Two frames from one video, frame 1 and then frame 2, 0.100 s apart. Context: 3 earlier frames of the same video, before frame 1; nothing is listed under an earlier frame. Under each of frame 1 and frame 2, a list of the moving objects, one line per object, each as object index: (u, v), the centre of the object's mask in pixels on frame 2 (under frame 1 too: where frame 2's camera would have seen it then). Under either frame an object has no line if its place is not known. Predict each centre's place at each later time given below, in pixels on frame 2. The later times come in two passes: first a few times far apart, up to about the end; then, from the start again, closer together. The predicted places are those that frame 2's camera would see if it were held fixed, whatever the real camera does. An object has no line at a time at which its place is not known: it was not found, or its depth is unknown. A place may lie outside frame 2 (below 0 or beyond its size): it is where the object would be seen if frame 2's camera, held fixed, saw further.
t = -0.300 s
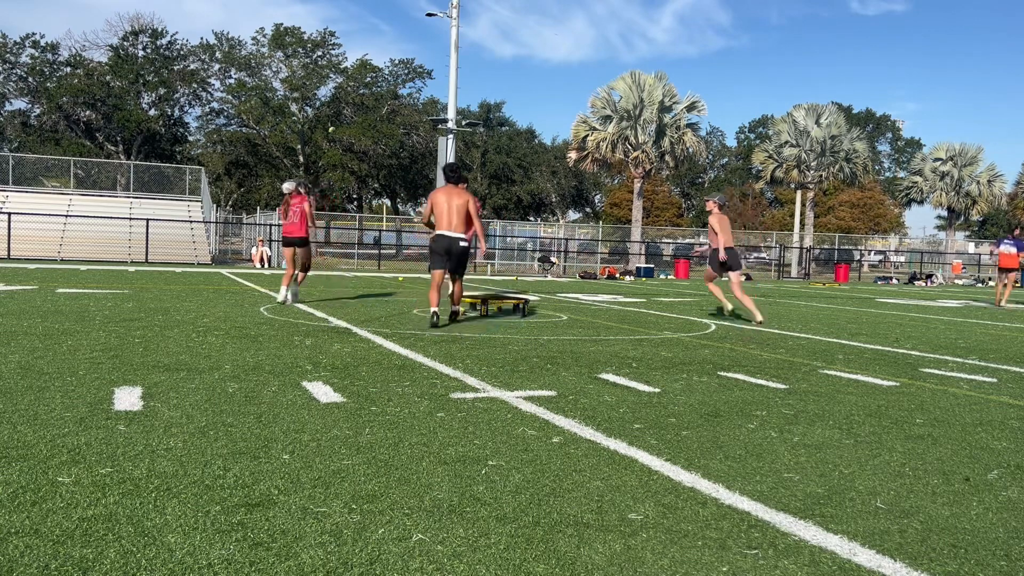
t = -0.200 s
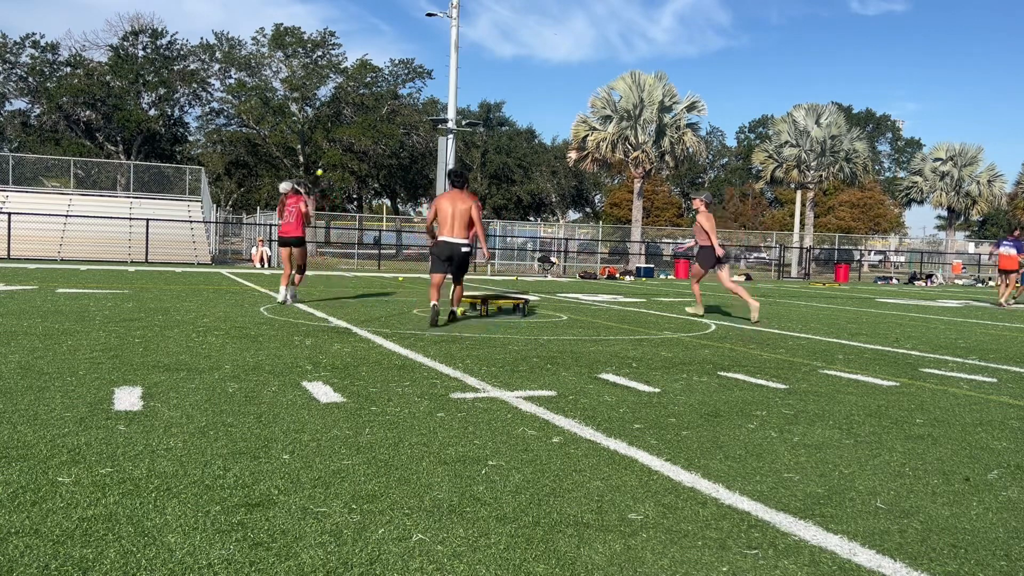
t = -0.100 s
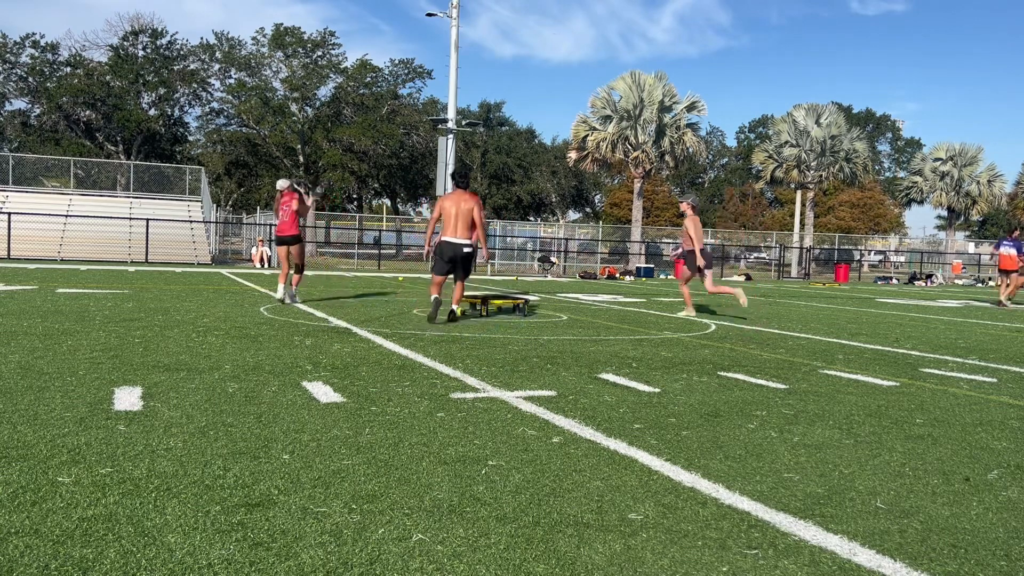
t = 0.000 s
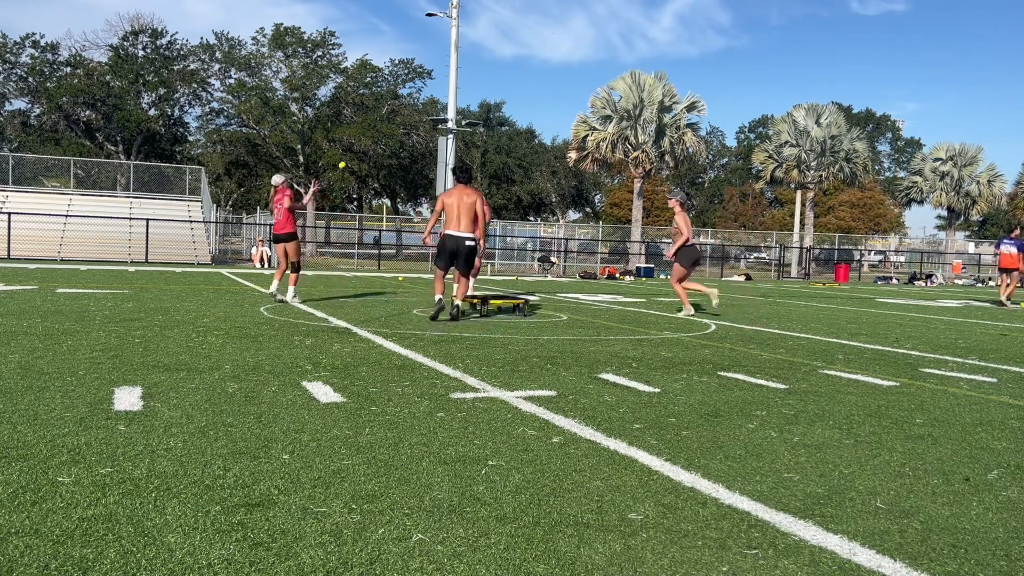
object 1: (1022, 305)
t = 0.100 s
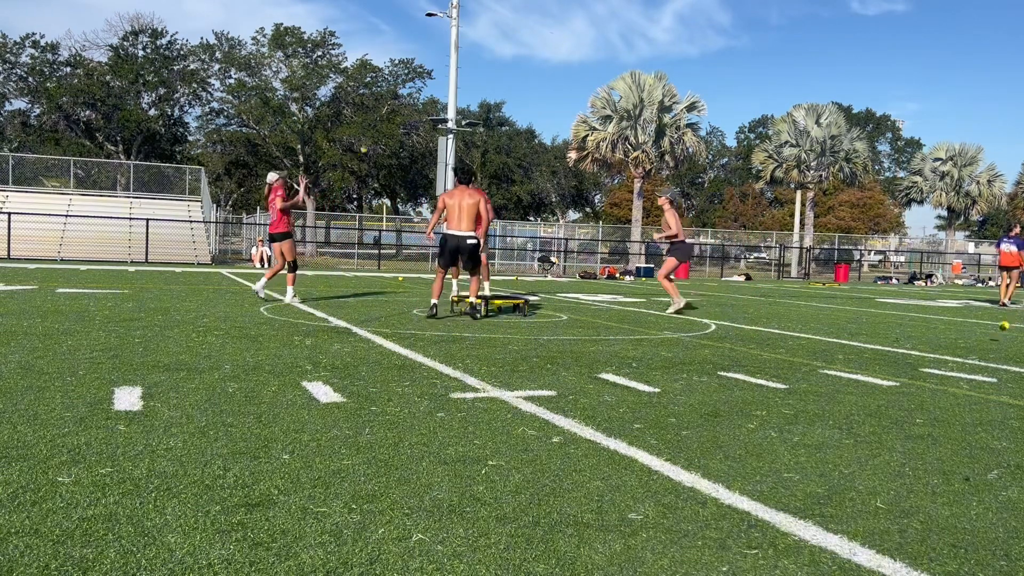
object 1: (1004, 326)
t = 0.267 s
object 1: (970, 326)
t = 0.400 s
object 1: (937, 319)
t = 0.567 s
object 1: (890, 341)
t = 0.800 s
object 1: (817, 337)
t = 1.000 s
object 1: (741, 366)
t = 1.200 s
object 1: (654, 362)
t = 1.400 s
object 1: (552, 371)
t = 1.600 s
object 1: (430, 387)
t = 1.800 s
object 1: (279, 404)
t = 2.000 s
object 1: (90, 423)
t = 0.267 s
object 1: (970, 326)
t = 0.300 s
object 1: (961, 321)
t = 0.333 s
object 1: (954, 320)
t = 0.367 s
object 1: (946, 321)
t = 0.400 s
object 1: (937, 319)
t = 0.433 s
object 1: (929, 320)
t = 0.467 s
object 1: (919, 324)
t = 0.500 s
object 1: (911, 328)
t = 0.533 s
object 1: (901, 333)
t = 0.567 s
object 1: (890, 341)
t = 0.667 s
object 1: (860, 347)
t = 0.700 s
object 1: (850, 342)
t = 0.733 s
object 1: (839, 340)
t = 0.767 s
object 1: (829, 339)
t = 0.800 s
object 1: (817, 337)
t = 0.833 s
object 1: (805, 338)
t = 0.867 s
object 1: (793, 340)
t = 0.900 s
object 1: (781, 343)
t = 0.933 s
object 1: (767, 350)
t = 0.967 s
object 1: (755, 358)
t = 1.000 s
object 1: (741, 366)
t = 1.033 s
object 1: (728, 364)
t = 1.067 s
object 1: (714, 360)
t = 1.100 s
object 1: (700, 358)
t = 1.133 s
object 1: (685, 357)
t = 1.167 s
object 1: (669, 359)
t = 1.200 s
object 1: (654, 362)
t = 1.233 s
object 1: (638, 368)
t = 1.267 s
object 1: (621, 375)
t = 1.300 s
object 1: (605, 376)
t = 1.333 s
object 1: (588, 372)
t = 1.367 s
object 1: (571, 372)
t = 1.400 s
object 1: (552, 371)
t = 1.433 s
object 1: (533, 374)
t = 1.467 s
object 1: (514, 379)
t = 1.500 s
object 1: (494, 387)
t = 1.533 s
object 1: (474, 388)
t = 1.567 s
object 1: (453, 389)
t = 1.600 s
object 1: (430, 387)
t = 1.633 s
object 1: (408, 390)
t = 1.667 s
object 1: (384, 393)
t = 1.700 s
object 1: (360, 401)
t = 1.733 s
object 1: (334, 400)
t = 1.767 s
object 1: (307, 402)
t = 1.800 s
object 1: (279, 404)
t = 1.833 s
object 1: (250, 411)
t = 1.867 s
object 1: (221, 411)
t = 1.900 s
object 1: (189, 414)
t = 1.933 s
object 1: (158, 418)
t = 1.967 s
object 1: (123, 421)
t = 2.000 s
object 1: (90, 423)
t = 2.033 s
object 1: (52, 429)
